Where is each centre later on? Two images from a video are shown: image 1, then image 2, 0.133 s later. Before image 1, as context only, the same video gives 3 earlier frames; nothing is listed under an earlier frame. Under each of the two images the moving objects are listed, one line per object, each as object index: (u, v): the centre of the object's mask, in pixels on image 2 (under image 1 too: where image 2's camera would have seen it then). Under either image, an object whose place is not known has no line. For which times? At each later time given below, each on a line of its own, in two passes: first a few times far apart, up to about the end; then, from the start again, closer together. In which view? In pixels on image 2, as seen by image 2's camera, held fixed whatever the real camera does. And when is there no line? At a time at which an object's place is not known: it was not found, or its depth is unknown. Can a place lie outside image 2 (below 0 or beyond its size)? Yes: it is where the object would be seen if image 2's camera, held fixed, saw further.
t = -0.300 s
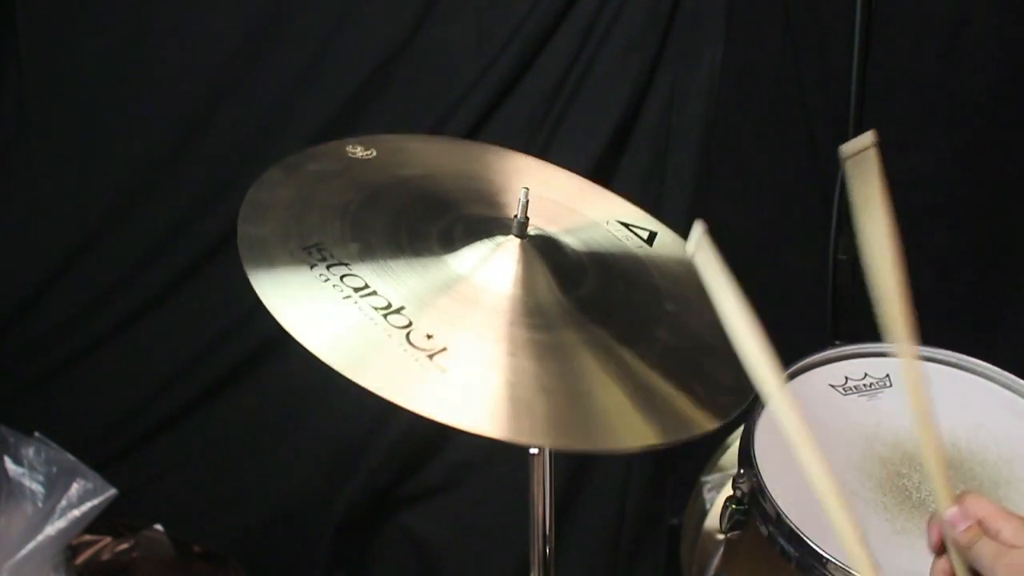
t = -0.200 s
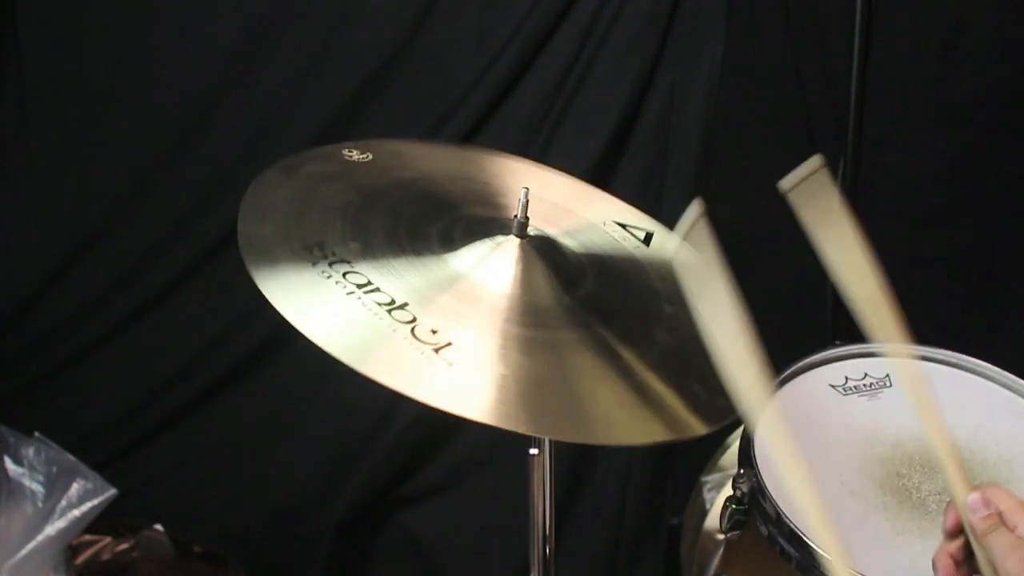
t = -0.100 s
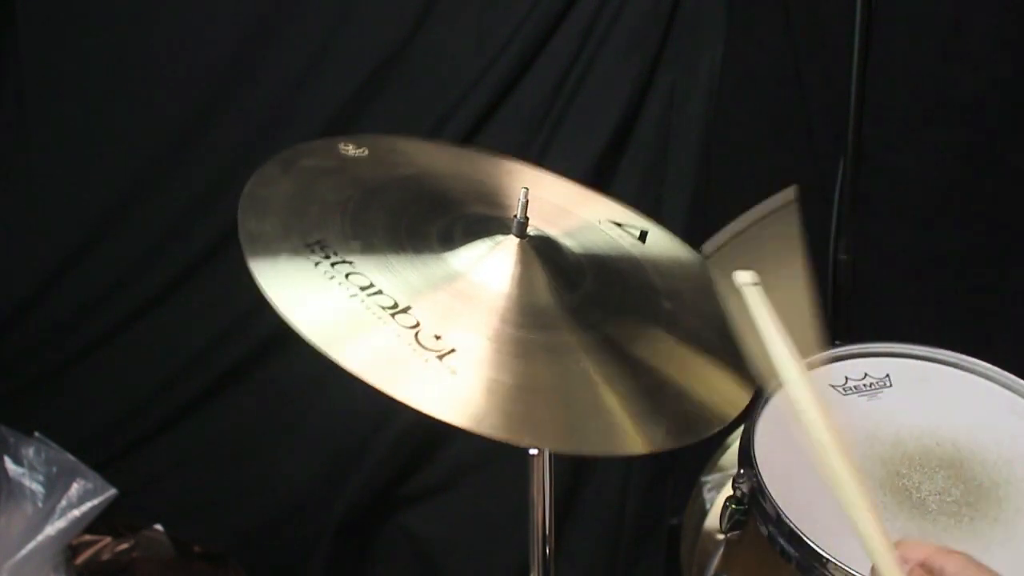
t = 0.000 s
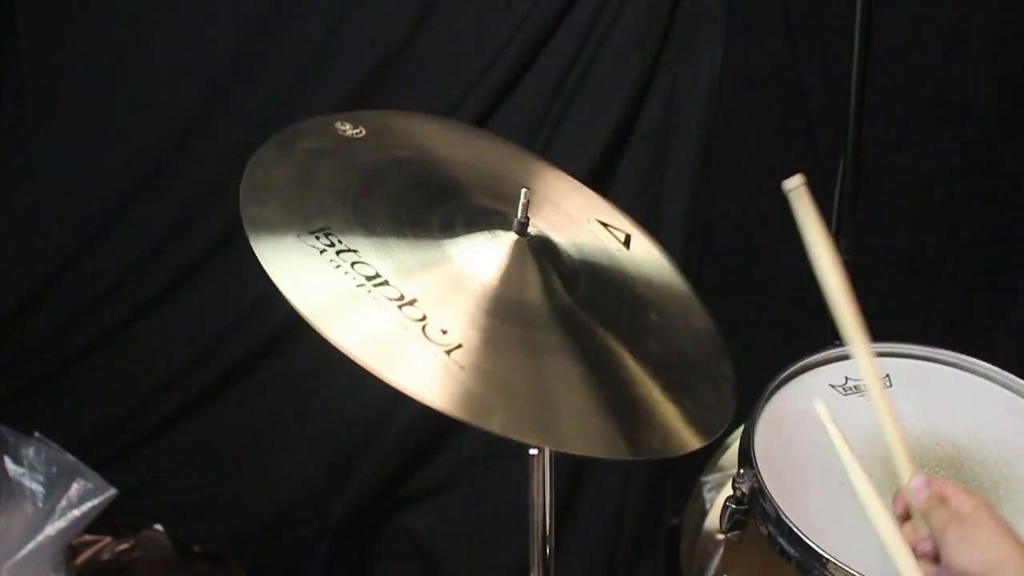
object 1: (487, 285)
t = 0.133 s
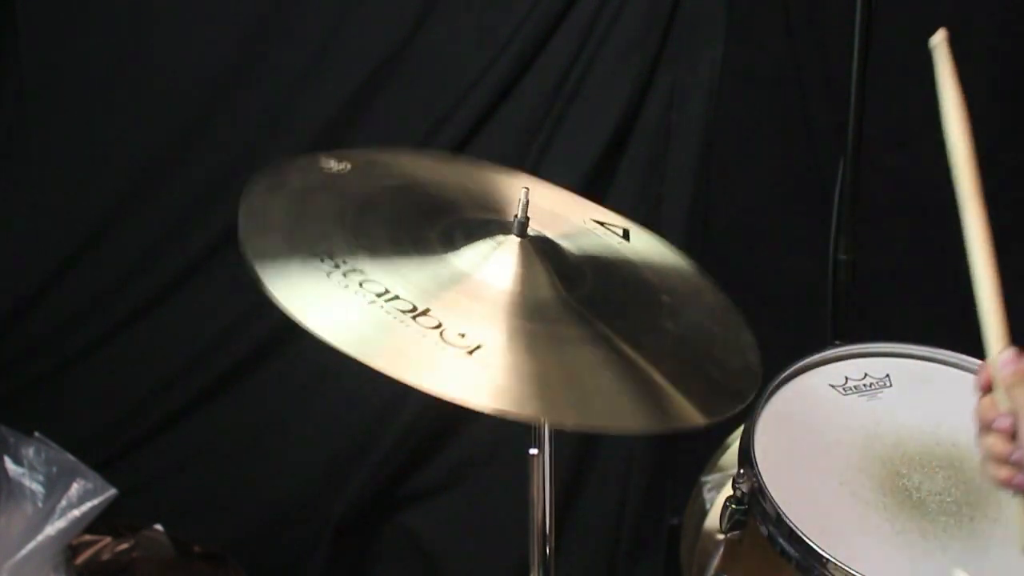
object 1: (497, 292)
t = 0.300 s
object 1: (522, 294)
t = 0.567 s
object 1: (514, 298)
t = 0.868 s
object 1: (509, 296)
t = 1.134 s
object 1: (518, 297)
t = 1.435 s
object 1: (505, 296)
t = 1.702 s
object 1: (513, 297)
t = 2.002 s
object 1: (506, 296)
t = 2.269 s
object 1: (510, 297)
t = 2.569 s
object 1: (509, 297)
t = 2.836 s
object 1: (511, 297)
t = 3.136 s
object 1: (510, 297)
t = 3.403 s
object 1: (510, 297)
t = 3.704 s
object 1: (510, 297)
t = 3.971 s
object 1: (510, 297)
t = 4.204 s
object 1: (510, 297)
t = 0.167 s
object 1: (499, 293)
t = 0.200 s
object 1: (509, 296)
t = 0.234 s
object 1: (518, 297)
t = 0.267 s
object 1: (522, 297)
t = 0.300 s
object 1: (522, 294)
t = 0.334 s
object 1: (523, 292)
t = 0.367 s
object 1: (529, 293)
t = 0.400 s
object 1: (531, 295)
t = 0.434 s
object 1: (527, 295)
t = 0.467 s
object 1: (521, 294)
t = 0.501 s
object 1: (519, 296)
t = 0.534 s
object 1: (518, 298)
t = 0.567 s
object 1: (514, 298)
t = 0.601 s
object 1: (506, 297)
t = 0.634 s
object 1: (499, 294)
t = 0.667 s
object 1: (499, 292)
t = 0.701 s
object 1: (501, 293)
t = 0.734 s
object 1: (499, 294)
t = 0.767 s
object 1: (497, 293)
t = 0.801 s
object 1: (498, 292)
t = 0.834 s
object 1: (504, 294)
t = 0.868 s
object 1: (509, 296)
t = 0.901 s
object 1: (511, 298)
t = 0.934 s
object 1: (511, 299)
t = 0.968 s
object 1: (515, 296)
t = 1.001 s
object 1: (522, 295)
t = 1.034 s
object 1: (522, 297)
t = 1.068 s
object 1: (519, 297)
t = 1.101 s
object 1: (517, 297)
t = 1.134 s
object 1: (518, 297)
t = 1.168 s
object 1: (519, 297)
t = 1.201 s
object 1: (514, 297)
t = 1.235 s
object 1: (509, 297)
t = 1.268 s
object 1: (506, 298)
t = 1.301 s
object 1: (507, 295)
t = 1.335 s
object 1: (506, 294)
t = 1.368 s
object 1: (502, 294)
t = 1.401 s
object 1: (502, 295)
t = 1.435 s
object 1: (505, 296)
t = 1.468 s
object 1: (508, 296)
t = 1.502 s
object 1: (508, 296)
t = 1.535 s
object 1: (508, 297)
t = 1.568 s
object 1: (511, 297)
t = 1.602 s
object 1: (515, 298)
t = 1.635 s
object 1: (516, 297)
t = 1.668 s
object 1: (514, 297)
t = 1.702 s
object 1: (513, 297)
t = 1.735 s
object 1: (514, 298)
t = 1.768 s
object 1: (515, 298)
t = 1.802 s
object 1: (512, 297)
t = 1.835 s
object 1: (509, 296)
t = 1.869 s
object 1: (508, 297)
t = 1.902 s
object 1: (510, 297)
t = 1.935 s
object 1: (509, 297)
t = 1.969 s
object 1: (506, 295)
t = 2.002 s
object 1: (506, 296)
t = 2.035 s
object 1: (509, 296)
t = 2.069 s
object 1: (511, 297)
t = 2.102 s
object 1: (510, 297)
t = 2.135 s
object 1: (509, 296)
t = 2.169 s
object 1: (511, 297)
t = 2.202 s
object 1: (513, 298)
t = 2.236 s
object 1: (513, 298)
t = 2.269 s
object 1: (510, 297)
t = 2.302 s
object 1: (510, 297)
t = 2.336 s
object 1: (511, 297)
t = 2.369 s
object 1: (511, 297)
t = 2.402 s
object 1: (509, 297)
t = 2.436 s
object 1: (508, 297)
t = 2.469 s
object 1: (509, 296)
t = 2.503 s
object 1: (511, 297)
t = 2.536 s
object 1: (510, 297)
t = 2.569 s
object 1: (509, 297)
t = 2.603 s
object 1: (509, 296)
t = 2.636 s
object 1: (511, 296)
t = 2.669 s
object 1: (511, 297)
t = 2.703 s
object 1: (510, 297)
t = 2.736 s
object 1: (510, 297)
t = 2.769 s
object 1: (510, 296)
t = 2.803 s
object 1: (511, 297)
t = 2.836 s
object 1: (511, 297)
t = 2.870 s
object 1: (510, 297)
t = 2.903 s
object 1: (509, 297)
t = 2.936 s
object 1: (510, 296)
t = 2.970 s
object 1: (511, 296)
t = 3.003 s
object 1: (509, 297)
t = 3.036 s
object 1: (509, 297)
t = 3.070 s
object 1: (510, 297)
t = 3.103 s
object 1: (511, 296)
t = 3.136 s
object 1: (510, 297)
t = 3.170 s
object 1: (510, 297)
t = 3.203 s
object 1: (510, 297)
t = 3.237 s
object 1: (511, 297)
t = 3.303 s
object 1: (510, 297)
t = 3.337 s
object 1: (510, 297)
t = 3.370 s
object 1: (510, 297)
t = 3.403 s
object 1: (510, 297)
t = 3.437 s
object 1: (510, 297)
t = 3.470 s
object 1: (510, 297)
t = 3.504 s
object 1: (510, 297)
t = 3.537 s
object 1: (510, 297)
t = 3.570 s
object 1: (510, 297)
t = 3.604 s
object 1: (510, 297)
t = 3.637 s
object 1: (510, 297)
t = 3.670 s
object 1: (510, 297)
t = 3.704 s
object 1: (510, 297)
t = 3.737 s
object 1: (510, 296)
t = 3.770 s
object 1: (510, 296)
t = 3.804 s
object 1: (510, 297)
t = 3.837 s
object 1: (510, 297)
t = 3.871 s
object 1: (510, 297)
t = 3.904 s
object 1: (510, 296)
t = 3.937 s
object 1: (510, 297)
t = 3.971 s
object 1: (510, 297)
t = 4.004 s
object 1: (510, 297)
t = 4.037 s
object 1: (510, 297)
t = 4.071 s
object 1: (510, 297)
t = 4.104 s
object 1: (510, 297)
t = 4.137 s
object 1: (510, 297)
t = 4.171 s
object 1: (510, 297)
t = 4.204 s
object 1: (510, 297)
